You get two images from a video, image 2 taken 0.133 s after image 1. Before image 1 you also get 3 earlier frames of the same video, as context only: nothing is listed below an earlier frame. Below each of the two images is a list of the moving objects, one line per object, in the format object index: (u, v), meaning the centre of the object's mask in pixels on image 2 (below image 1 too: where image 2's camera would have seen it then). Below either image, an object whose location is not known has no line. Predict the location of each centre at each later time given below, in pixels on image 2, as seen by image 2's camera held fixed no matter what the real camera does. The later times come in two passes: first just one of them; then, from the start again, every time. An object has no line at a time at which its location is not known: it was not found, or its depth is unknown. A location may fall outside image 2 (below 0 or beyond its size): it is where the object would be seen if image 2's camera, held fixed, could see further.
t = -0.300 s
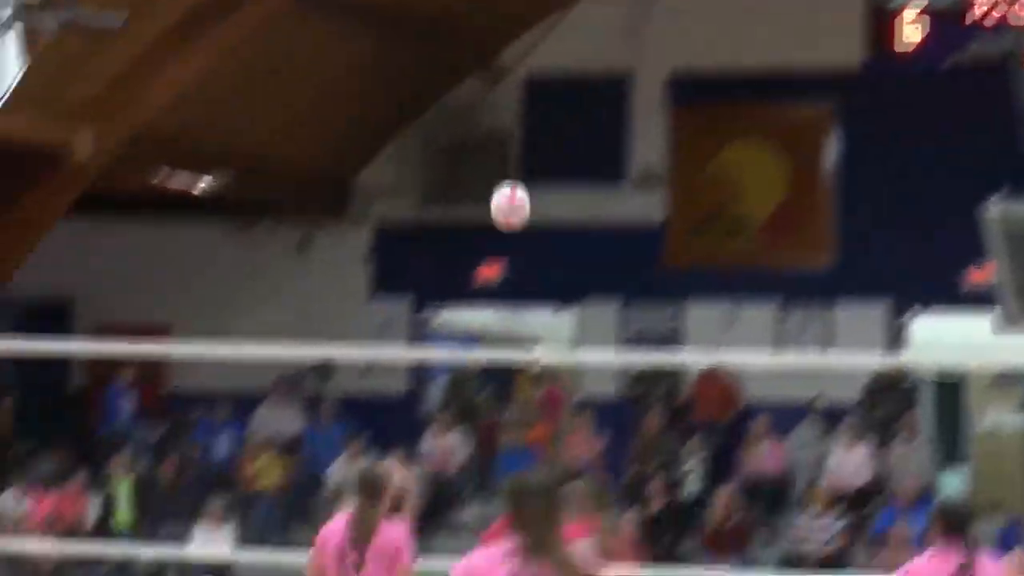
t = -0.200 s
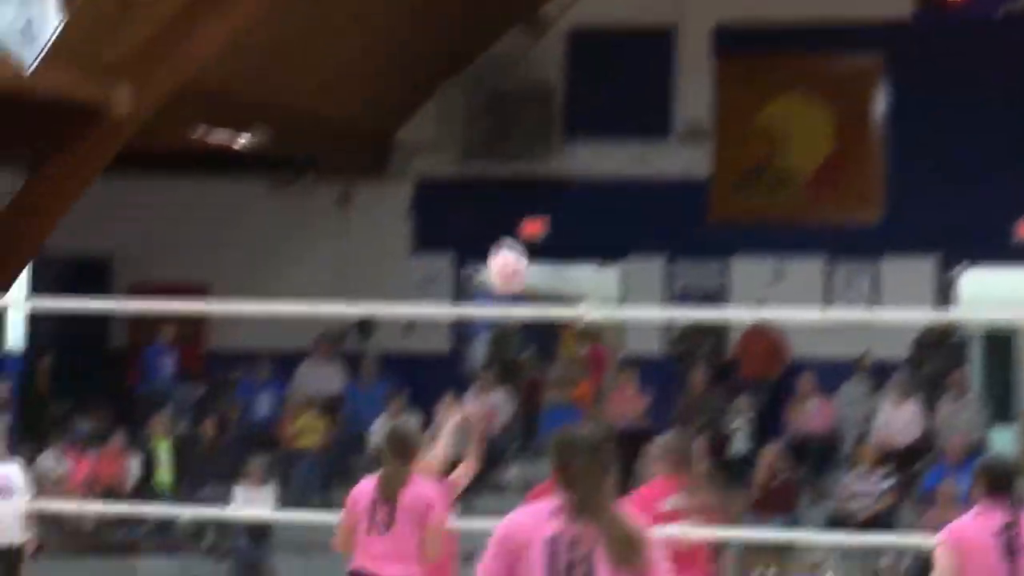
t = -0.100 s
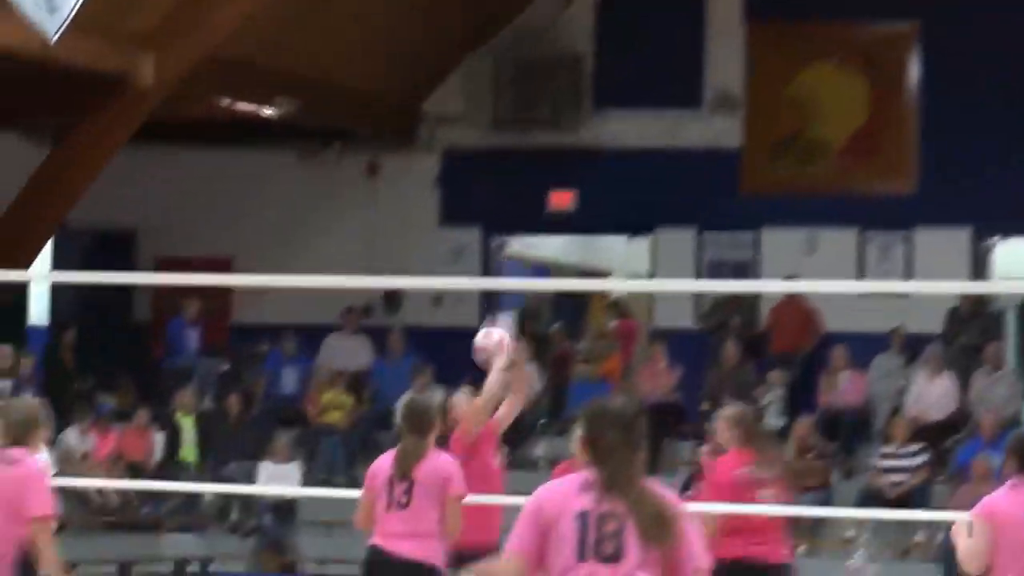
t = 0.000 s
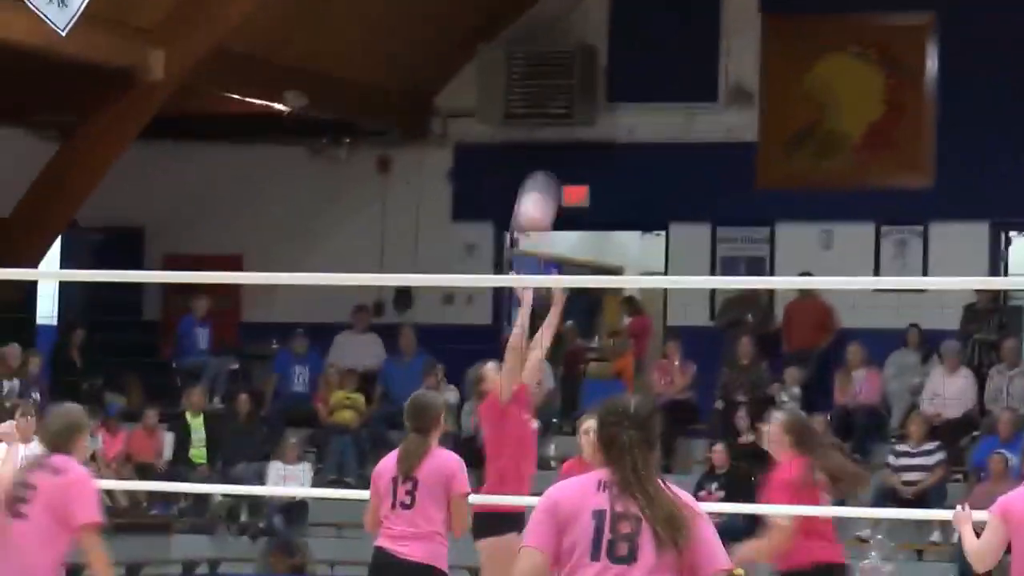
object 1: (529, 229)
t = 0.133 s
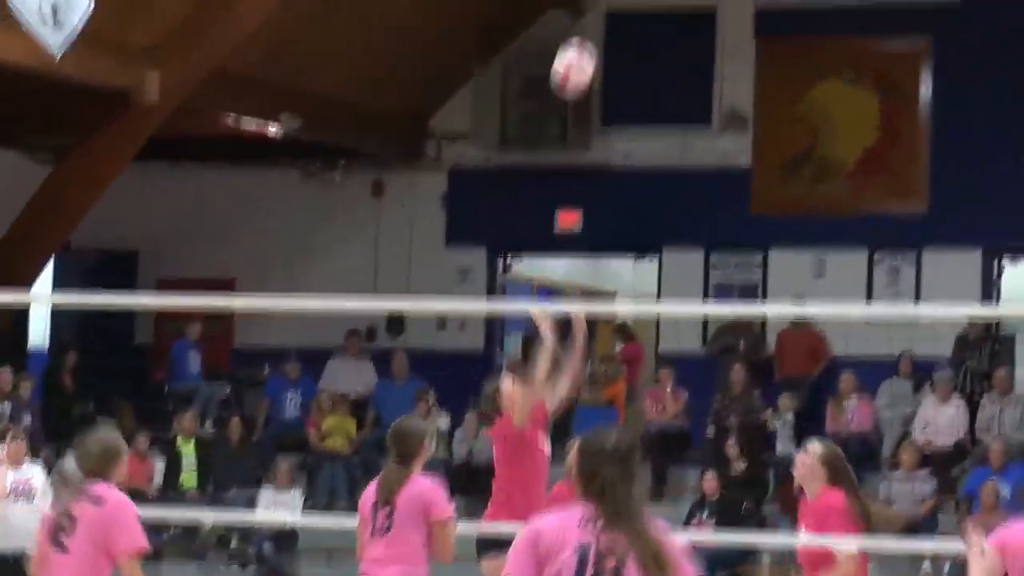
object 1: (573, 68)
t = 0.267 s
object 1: (619, -72)
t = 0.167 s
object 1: (584, 31)
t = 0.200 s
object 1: (597, -4)
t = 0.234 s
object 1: (607, -38)
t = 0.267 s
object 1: (619, -72)
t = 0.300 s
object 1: (630, -104)
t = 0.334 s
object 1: (641, -131)
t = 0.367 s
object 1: (652, -156)
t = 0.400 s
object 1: (663, -178)
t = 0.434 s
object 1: (672, -196)
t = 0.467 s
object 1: (681, -211)
